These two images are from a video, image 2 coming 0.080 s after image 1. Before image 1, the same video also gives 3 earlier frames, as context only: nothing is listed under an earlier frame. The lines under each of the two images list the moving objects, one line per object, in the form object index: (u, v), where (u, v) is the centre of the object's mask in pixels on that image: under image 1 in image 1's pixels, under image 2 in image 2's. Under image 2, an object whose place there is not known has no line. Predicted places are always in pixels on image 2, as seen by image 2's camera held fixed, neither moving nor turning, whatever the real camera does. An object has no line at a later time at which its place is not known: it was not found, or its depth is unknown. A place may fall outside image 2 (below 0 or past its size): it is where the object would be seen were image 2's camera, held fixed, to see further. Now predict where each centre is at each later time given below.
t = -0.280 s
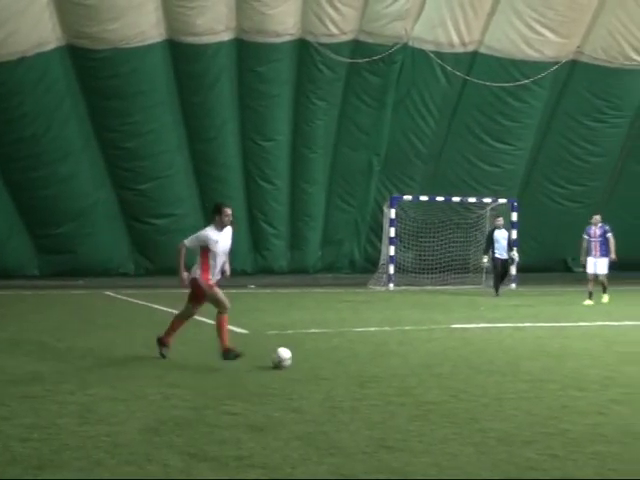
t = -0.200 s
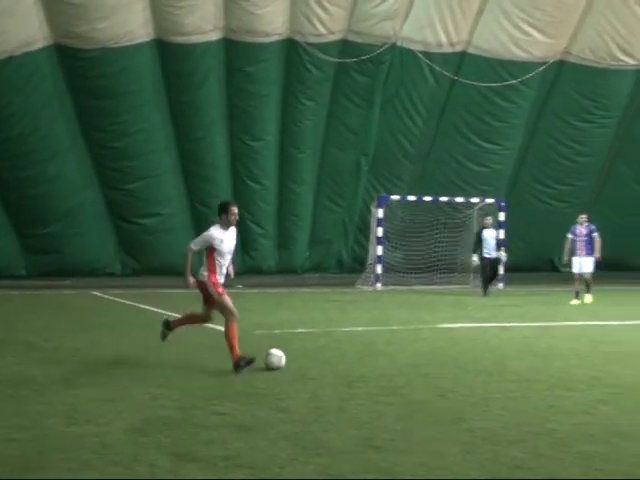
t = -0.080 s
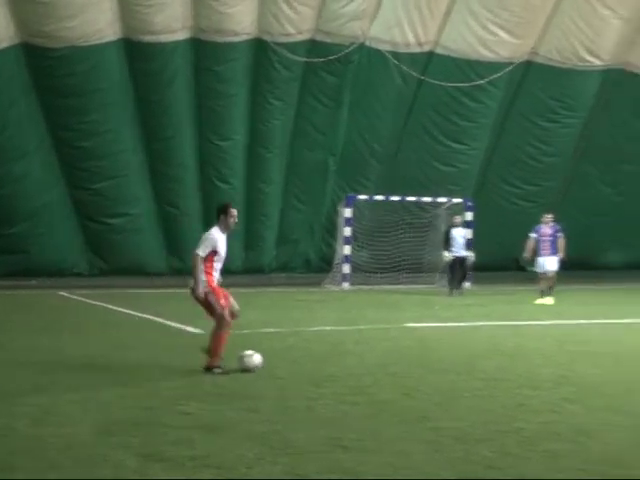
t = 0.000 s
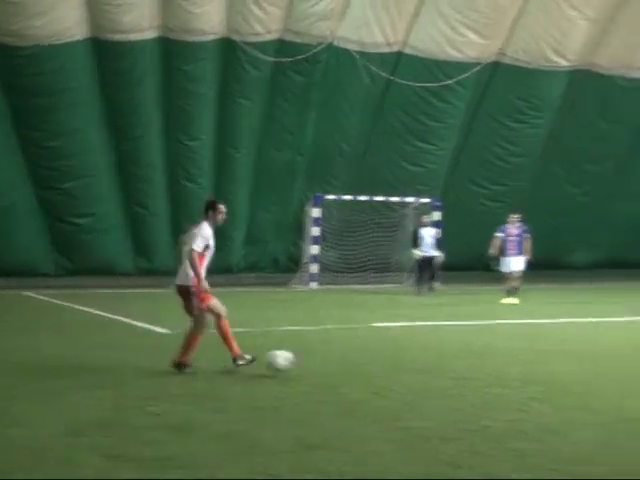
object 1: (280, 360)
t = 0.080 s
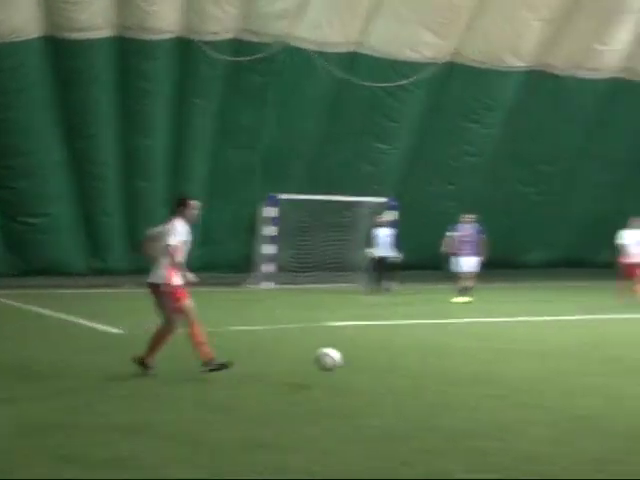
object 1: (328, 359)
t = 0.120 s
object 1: (378, 360)
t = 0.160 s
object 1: (426, 365)
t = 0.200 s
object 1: (481, 371)
